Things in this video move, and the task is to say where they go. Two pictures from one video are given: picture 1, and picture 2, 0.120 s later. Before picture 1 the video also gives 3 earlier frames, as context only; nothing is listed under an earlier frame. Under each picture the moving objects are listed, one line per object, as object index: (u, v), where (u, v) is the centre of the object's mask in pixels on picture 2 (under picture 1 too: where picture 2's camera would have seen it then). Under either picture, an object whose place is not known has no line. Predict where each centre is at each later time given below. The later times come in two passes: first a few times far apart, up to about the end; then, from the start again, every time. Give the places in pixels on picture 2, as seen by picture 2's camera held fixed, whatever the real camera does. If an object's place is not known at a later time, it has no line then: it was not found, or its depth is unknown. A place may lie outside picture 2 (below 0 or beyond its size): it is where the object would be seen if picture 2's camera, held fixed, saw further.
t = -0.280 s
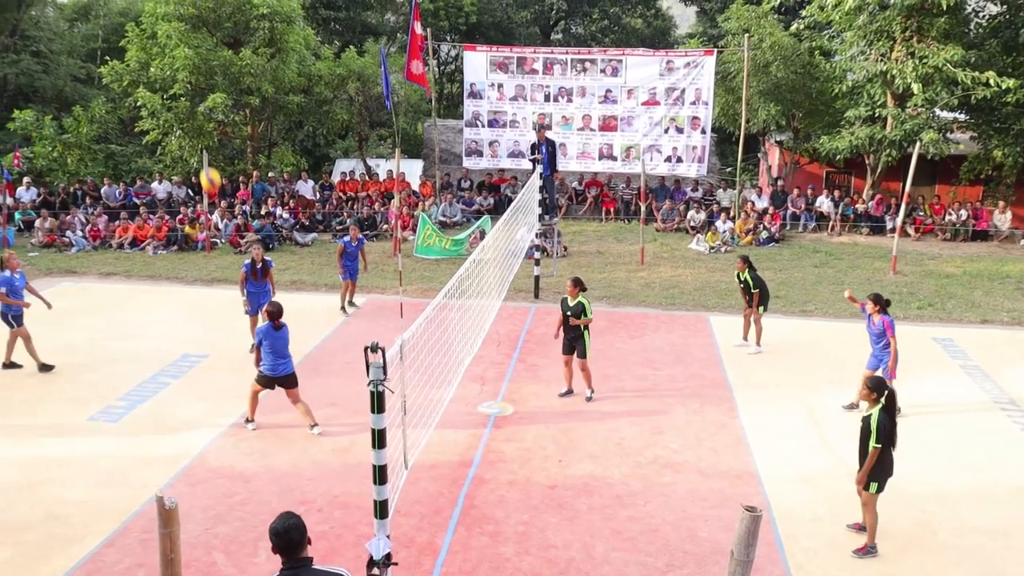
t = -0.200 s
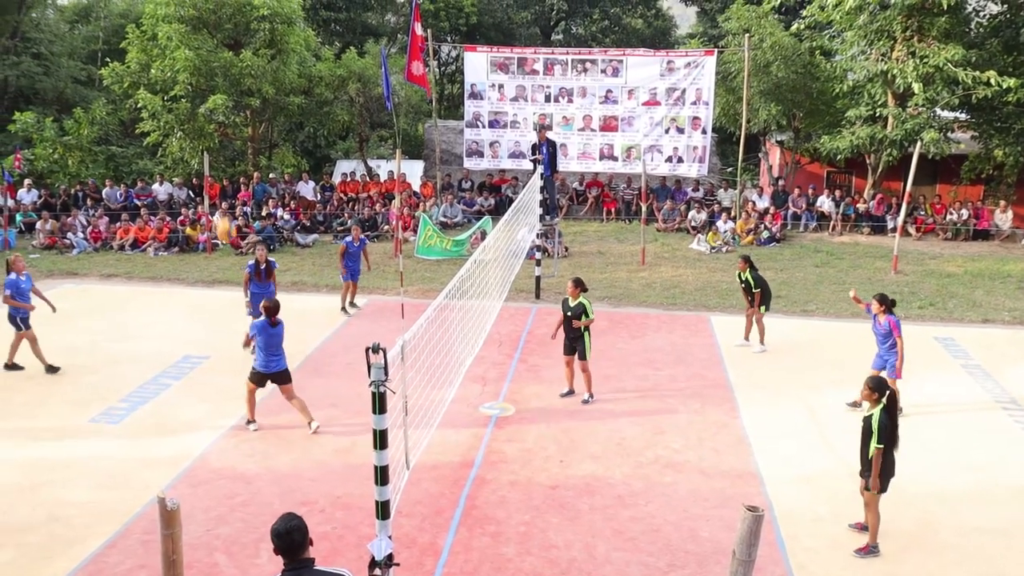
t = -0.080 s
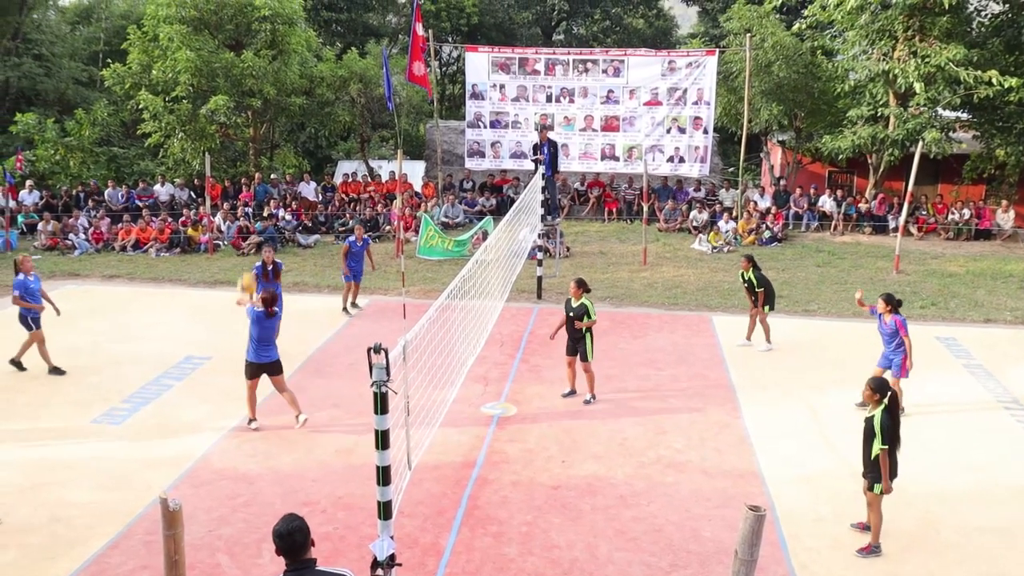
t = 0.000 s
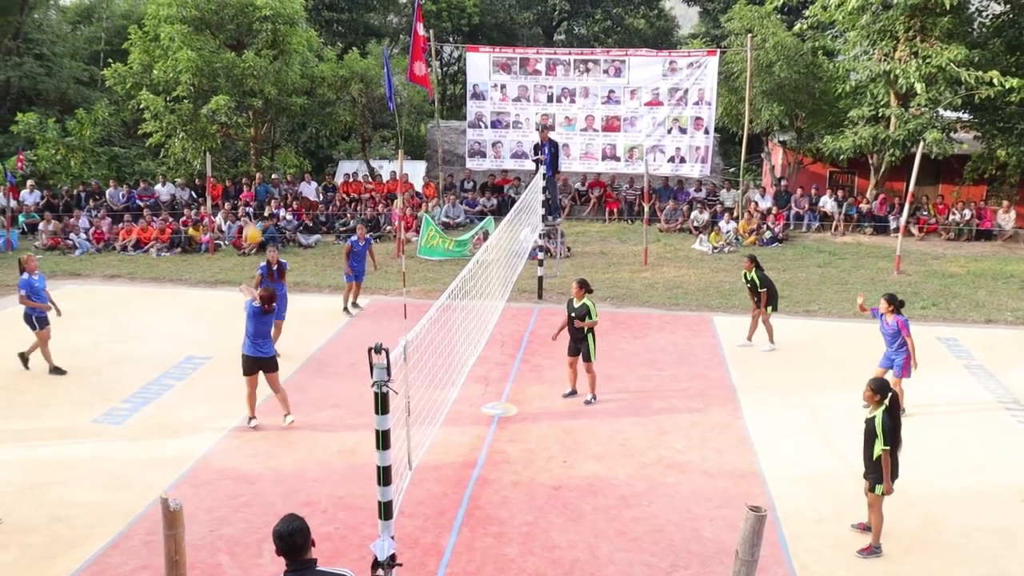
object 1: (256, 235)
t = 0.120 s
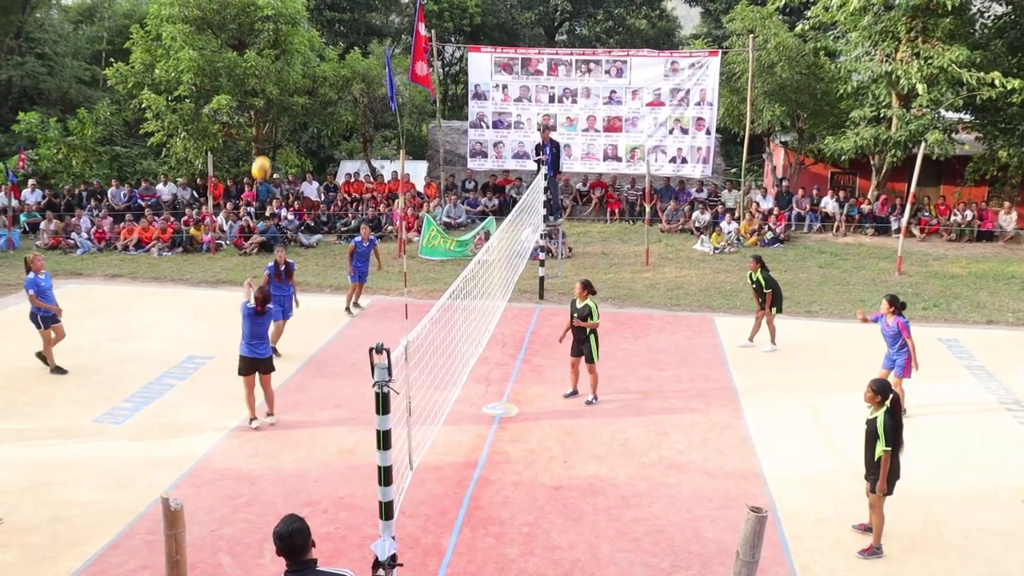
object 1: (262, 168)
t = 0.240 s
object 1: (272, 117)
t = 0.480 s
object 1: (290, 52)
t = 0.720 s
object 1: (307, 40)
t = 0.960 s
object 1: (327, 78)
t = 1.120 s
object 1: (338, 127)
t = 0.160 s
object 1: (264, 149)
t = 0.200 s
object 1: (270, 132)
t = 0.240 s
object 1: (272, 117)
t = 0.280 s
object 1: (276, 101)
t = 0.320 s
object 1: (280, 89)
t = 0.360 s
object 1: (282, 77)
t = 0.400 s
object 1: (285, 67)
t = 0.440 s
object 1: (288, 59)
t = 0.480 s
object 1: (290, 52)
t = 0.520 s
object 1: (295, 46)
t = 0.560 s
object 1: (297, 43)
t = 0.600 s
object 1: (297, 40)
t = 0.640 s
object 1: (301, 39)
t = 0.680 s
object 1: (304, 39)
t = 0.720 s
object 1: (307, 40)
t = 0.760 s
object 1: (310, 44)
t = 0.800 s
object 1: (316, 49)
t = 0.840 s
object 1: (317, 53)
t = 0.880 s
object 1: (320, 60)
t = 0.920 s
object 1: (323, 69)
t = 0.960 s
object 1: (327, 78)
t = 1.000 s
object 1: (332, 89)
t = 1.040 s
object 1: (335, 101)
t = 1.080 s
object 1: (337, 113)
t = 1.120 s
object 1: (338, 127)
